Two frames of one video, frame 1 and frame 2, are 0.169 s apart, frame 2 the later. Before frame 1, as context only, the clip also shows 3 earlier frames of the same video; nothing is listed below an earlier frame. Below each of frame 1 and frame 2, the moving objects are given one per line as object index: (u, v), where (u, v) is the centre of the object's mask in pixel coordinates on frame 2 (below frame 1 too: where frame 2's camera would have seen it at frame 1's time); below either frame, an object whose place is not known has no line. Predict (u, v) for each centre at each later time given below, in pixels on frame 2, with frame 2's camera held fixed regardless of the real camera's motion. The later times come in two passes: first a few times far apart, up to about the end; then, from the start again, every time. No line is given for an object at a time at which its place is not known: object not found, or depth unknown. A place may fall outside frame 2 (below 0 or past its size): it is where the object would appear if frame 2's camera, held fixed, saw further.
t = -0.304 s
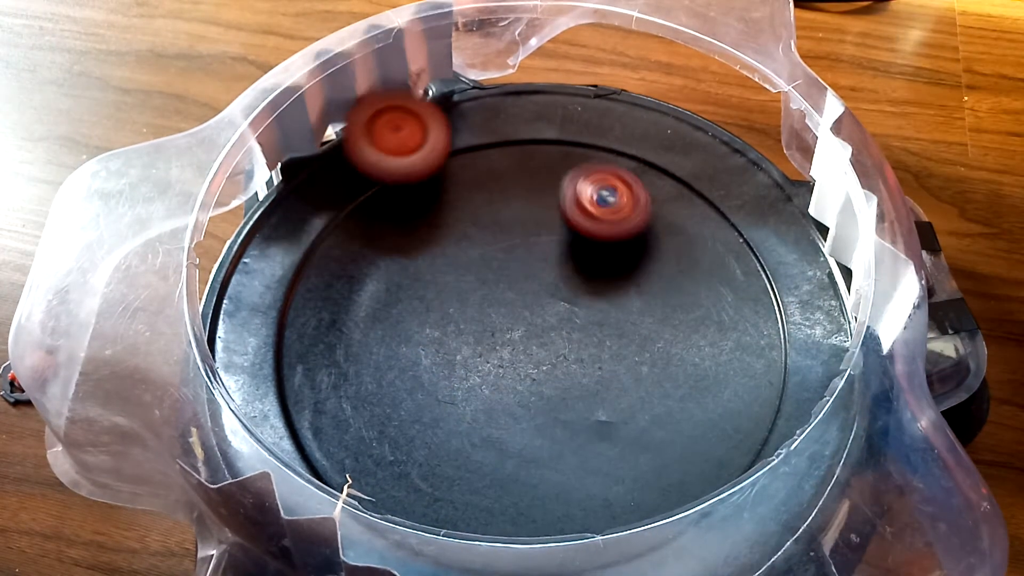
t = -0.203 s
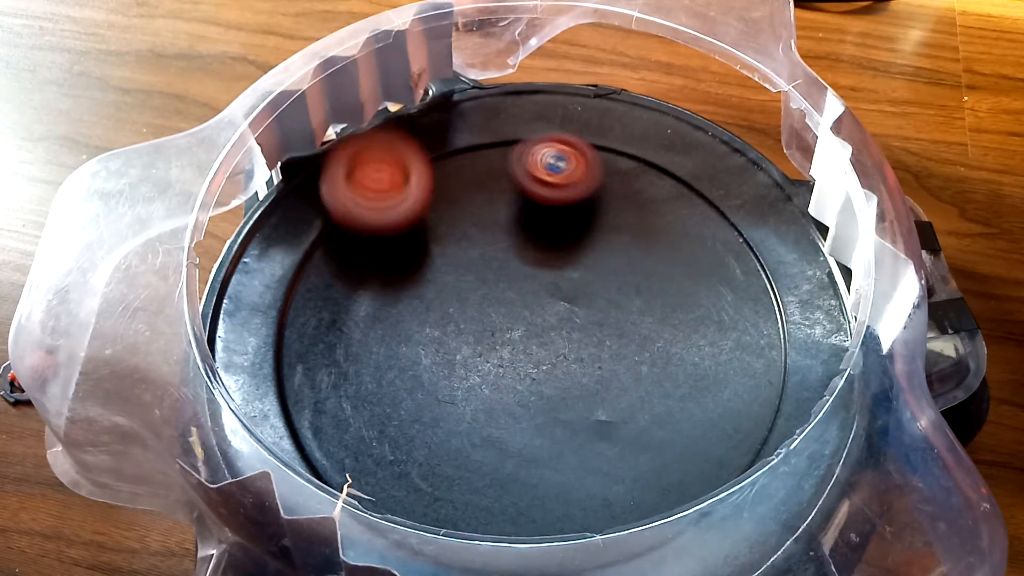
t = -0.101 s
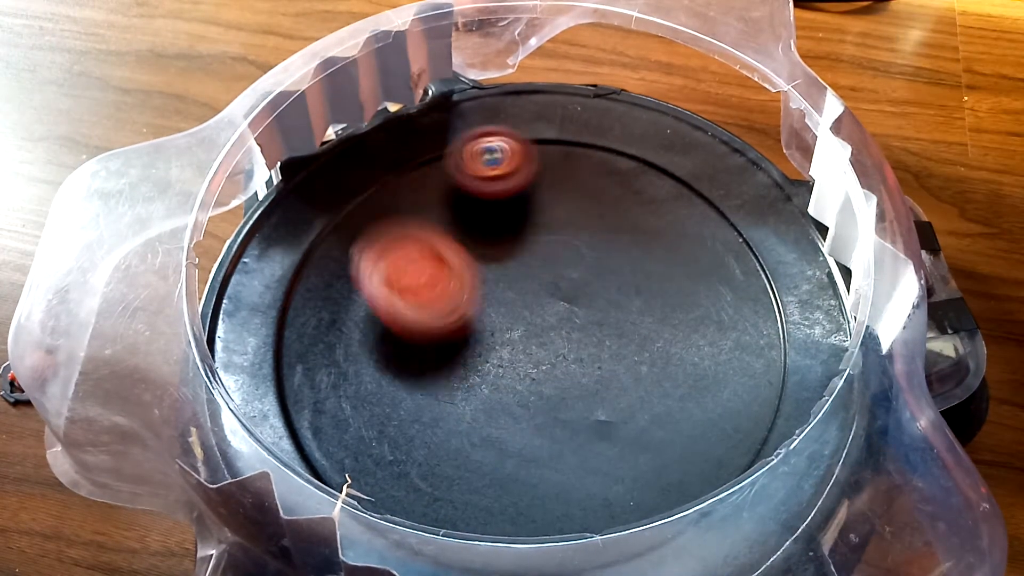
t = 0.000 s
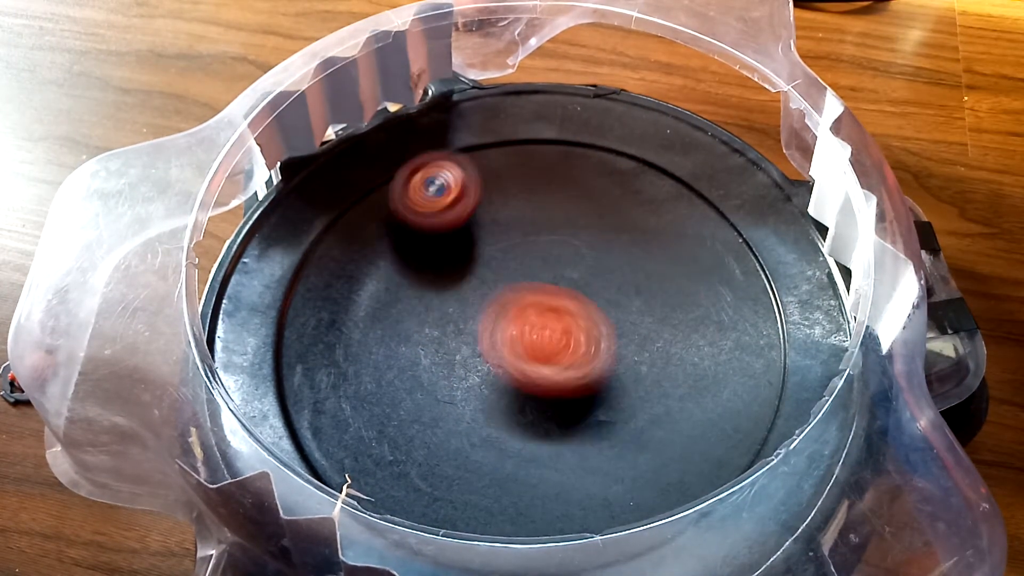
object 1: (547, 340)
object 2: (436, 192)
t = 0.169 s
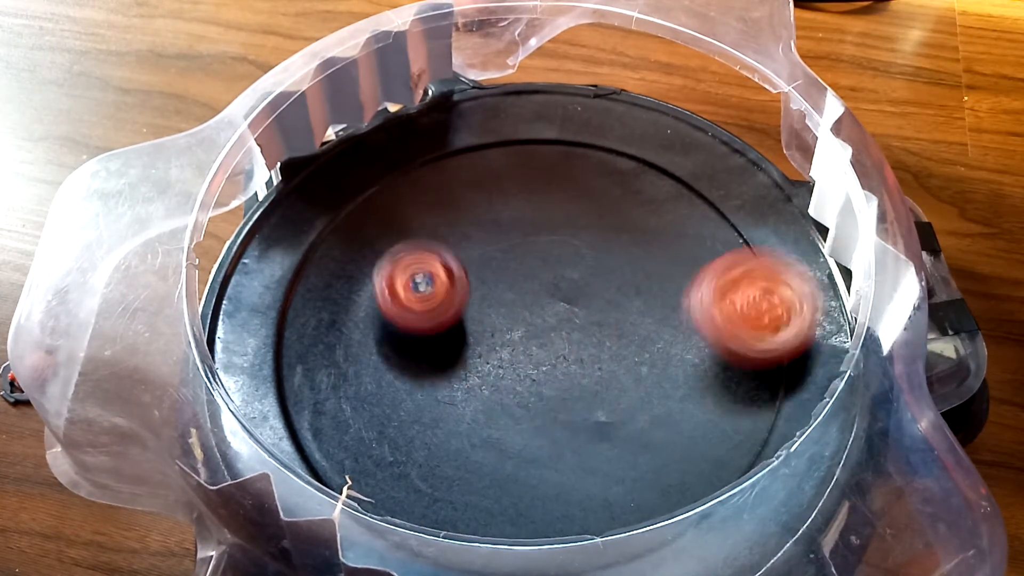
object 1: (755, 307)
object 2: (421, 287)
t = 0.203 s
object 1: (778, 288)
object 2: (430, 308)
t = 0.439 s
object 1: (618, 146)
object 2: (576, 378)
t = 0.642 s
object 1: (388, 193)
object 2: (679, 313)
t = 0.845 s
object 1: (465, 482)
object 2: (656, 235)
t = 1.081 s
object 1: (825, 395)
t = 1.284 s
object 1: (626, 172)
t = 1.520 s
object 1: (302, 218)
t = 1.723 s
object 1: (331, 444)
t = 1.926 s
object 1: (691, 418)
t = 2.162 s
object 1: (671, 153)
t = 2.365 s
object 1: (410, 164)
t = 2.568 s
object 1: (333, 327)
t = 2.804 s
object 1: (565, 375)
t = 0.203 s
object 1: (778, 288)
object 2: (430, 308)
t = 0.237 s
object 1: (788, 262)
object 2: (442, 327)
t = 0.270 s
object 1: (775, 244)
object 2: (459, 344)
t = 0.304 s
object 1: (749, 225)
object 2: (478, 358)
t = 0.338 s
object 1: (718, 204)
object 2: (502, 368)
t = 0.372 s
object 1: (686, 184)
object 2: (525, 374)
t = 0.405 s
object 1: (656, 164)
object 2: (552, 378)
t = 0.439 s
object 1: (618, 146)
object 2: (576, 378)
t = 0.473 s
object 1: (575, 134)
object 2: (599, 373)
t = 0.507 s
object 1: (534, 128)
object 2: (620, 365)
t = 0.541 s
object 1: (491, 130)
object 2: (640, 353)
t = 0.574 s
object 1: (451, 142)
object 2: (656, 341)
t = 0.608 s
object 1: (416, 162)
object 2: (669, 328)
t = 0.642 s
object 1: (388, 193)
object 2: (679, 313)
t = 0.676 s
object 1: (367, 236)
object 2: (686, 298)
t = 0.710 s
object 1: (356, 288)
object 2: (687, 283)
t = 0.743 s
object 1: (361, 346)
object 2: (684, 270)
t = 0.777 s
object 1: (380, 400)
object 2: (678, 258)
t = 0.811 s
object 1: (416, 450)
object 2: (668, 246)
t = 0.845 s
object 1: (465, 482)
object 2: (656, 235)
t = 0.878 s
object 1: (527, 516)
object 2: (642, 227)
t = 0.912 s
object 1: (600, 525)
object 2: (627, 221)
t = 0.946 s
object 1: (668, 519)
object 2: (610, 219)
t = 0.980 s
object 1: (741, 508)
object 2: (591, 220)
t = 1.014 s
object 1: (807, 478)
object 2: (574, 224)
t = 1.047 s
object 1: (847, 433)
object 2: (557, 230)
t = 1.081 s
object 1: (825, 395)
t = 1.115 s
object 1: (792, 347)
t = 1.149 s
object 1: (775, 308)
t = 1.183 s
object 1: (747, 265)
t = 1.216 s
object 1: (714, 228)
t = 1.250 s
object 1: (674, 196)
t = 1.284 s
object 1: (626, 172)
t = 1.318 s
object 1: (578, 156)
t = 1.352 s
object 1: (524, 145)
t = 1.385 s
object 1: (468, 144)
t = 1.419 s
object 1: (420, 149)
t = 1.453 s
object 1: (376, 162)
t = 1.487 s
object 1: (337, 186)
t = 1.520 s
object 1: (302, 218)
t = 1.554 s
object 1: (267, 256)
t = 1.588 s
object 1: (252, 300)
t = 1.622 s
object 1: (246, 341)
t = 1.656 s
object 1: (249, 381)
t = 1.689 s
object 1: (277, 419)
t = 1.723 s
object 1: (331, 444)
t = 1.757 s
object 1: (381, 466)
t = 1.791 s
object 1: (442, 480)
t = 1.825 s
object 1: (508, 484)
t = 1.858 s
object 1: (574, 472)
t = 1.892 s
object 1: (637, 451)
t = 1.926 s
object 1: (691, 418)
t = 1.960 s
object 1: (729, 379)
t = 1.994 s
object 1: (758, 339)
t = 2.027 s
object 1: (777, 293)
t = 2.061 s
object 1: (770, 249)
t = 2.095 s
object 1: (740, 212)
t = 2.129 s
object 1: (705, 182)
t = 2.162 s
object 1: (671, 153)
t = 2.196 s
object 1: (626, 135)
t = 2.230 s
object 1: (580, 130)
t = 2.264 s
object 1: (531, 127)
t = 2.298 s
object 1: (483, 128)
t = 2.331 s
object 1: (446, 145)
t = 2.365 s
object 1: (410, 164)
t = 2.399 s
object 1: (379, 194)
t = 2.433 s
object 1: (361, 230)
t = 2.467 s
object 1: (351, 275)
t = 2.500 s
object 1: (342, 302)
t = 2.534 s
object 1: (332, 311)
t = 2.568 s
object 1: (333, 327)
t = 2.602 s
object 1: (345, 345)
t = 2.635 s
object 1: (370, 366)
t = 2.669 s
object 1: (405, 383)
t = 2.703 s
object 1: (444, 394)
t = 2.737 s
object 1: (488, 396)
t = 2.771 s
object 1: (526, 389)
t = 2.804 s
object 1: (565, 375)
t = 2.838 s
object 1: (597, 354)
